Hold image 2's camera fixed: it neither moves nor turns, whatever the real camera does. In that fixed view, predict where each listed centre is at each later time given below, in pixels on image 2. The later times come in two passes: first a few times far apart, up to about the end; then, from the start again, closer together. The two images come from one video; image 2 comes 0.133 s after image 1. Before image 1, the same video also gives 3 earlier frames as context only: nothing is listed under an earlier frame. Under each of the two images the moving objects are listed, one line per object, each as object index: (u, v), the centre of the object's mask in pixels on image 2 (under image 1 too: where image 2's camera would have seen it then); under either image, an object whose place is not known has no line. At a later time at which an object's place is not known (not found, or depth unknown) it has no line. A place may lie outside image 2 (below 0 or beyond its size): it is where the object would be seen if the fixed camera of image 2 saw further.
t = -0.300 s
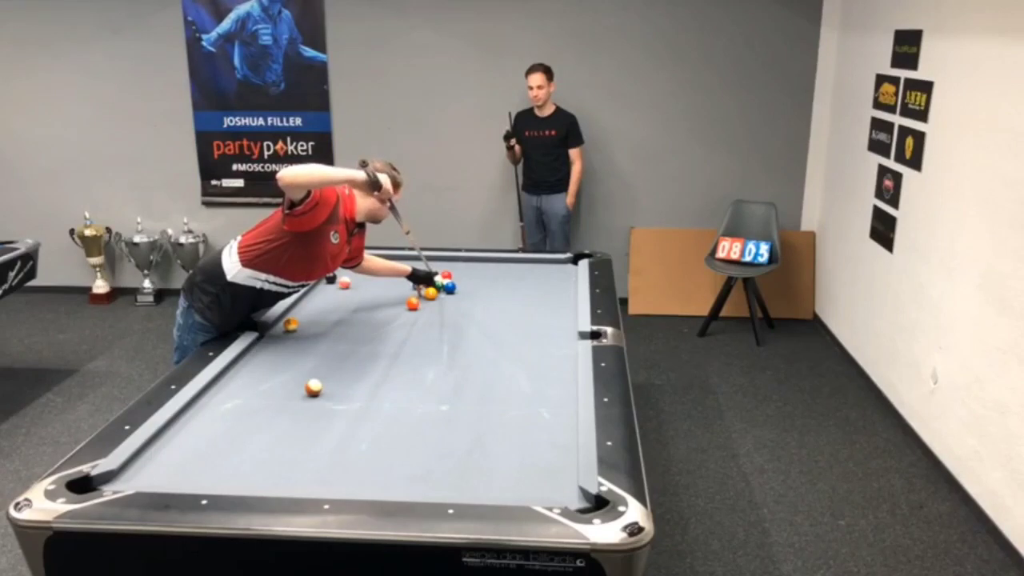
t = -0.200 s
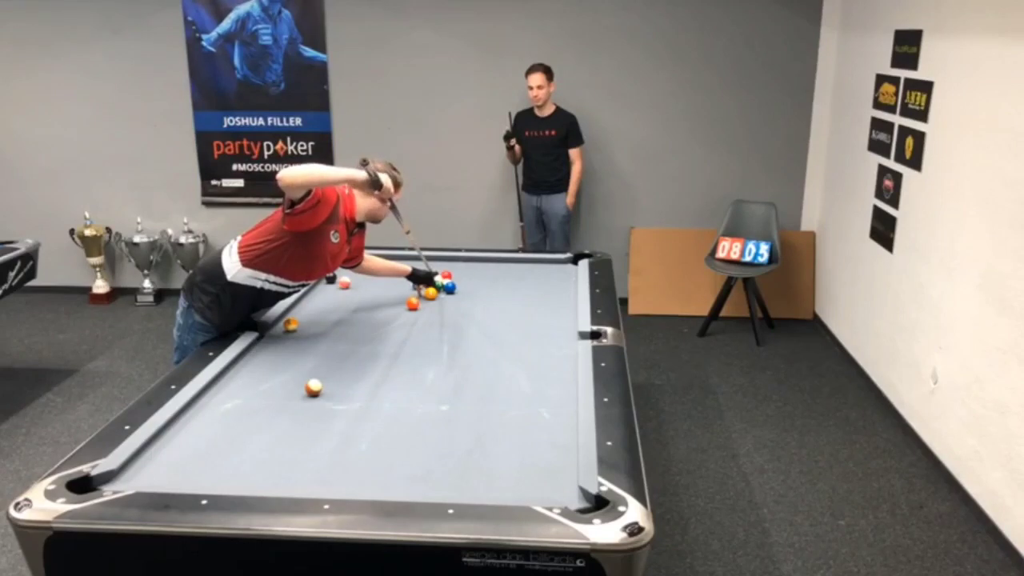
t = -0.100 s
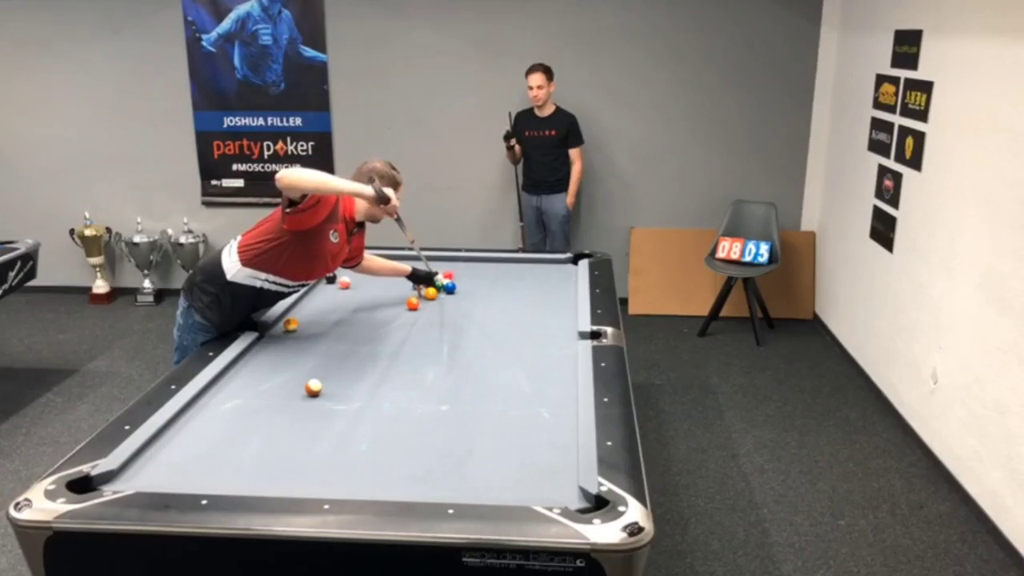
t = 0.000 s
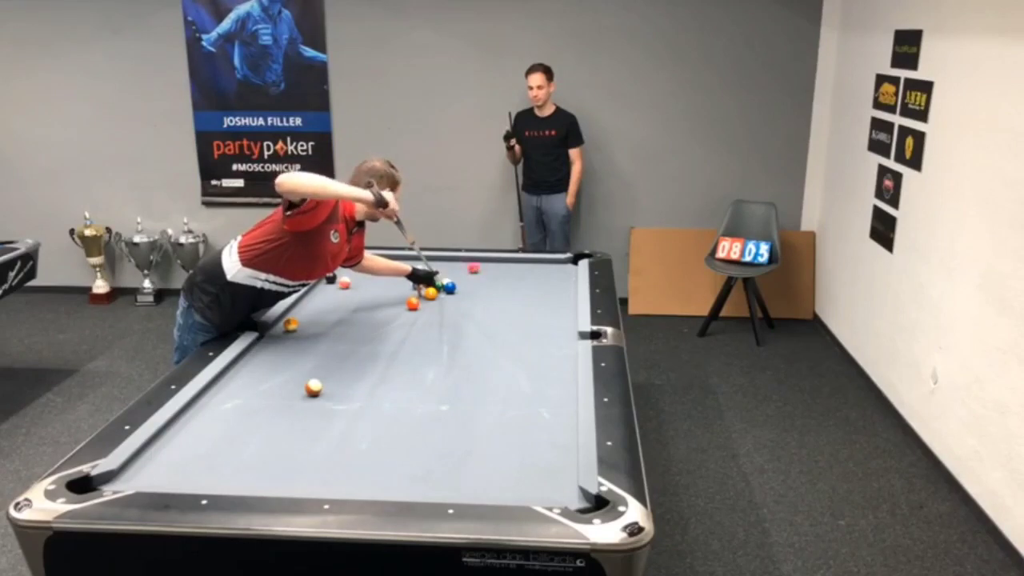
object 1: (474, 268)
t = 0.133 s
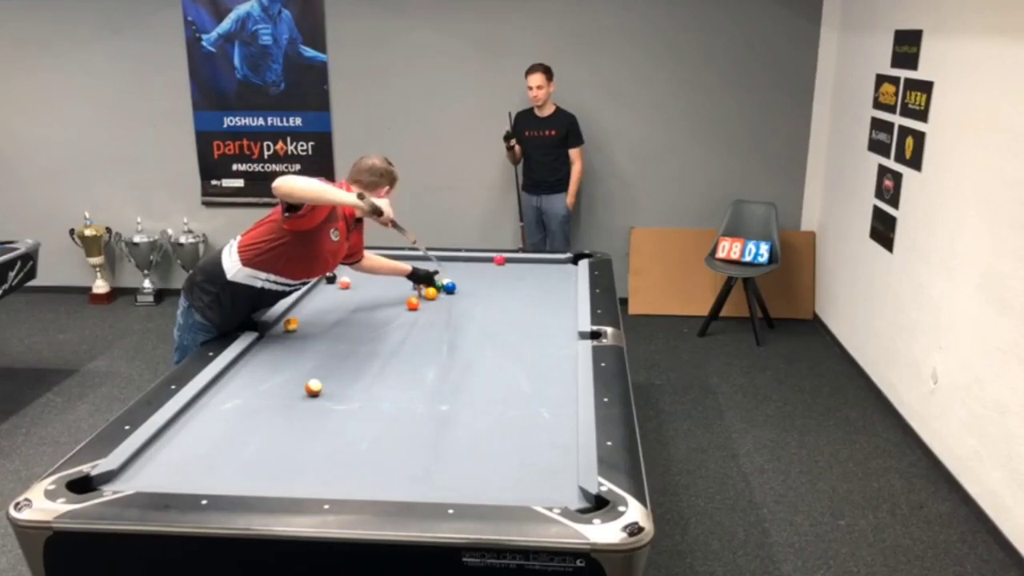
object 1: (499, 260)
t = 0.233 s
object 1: (505, 264)
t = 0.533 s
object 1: (526, 275)
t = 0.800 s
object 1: (545, 286)
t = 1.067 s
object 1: (566, 297)
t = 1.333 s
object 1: (561, 307)
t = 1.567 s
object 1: (548, 315)
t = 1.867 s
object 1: (531, 326)
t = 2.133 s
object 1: (516, 336)
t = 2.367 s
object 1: (502, 346)
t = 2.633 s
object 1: (486, 356)
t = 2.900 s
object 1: (469, 367)
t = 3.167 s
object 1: (452, 378)
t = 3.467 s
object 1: (432, 391)
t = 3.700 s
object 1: (416, 401)
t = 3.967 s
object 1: (398, 413)
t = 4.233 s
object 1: (380, 425)
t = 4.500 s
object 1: (362, 437)
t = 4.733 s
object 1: (346, 448)
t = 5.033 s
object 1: (326, 461)
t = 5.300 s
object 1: (308, 473)
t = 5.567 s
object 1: (290, 481)
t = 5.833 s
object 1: (283, 480)
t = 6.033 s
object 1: (283, 477)
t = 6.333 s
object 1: (281, 471)
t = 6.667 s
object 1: (280, 466)
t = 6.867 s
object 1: (279, 463)
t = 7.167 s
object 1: (279, 460)
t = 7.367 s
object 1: (279, 459)
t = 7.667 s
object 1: (278, 457)
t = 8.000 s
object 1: (278, 457)
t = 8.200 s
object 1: (278, 457)
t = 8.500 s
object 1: (278, 457)
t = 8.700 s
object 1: (278, 457)
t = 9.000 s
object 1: (278, 457)
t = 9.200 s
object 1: (278, 457)
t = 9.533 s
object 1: (278, 457)
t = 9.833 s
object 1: (278, 457)
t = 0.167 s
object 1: (501, 261)
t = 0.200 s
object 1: (503, 262)
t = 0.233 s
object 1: (505, 264)
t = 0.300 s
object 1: (510, 267)
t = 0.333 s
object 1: (512, 267)
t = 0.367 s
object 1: (515, 269)
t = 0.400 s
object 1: (517, 270)
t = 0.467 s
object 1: (522, 273)
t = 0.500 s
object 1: (523, 274)
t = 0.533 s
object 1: (526, 275)
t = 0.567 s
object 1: (528, 277)
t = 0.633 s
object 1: (533, 279)
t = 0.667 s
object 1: (535, 280)
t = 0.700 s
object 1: (538, 282)
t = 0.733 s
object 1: (540, 283)
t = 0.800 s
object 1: (545, 286)
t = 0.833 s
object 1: (548, 287)
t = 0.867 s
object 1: (550, 289)
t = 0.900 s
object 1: (553, 290)
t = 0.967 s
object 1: (558, 293)
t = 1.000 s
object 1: (561, 294)
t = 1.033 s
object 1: (563, 296)
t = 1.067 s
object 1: (566, 297)
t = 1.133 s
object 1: (571, 300)
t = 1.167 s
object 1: (570, 301)
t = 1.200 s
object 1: (568, 302)
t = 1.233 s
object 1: (567, 303)
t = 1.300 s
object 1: (563, 306)
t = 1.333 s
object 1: (561, 307)
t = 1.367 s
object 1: (559, 308)
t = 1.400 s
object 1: (558, 309)
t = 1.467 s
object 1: (554, 312)
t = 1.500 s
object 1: (552, 313)
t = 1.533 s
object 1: (550, 314)
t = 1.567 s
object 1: (548, 315)
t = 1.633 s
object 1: (545, 317)
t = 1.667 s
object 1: (543, 319)
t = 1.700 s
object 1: (541, 320)
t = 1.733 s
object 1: (539, 321)
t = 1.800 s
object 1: (535, 324)
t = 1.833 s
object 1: (533, 325)
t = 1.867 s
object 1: (531, 326)
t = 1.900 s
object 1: (529, 328)
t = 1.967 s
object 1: (525, 330)
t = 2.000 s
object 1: (524, 331)
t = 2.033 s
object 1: (522, 332)
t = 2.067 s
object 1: (520, 334)
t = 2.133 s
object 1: (516, 336)
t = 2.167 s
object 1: (514, 337)
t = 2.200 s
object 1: (512, 339)
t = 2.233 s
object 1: (510, 340)
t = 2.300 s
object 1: (506, 343)
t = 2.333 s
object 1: (504, 344)
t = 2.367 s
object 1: (502, 346)
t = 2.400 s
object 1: (500, 347)
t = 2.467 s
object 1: (496, 349)
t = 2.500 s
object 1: (493, 351)
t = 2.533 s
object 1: (492, 352)
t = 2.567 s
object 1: (489, 353)
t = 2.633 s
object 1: (486, 356)
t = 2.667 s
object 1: (483, 358)
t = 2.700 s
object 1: (481, 359)
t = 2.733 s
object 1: (479, 360)
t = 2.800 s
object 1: (475, 363)
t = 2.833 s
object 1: (473, 364)
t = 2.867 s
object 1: (471, 366)
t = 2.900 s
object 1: (469, 367)
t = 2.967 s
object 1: (464, 370)
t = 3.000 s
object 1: (462, 371)
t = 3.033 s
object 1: (460, 373)
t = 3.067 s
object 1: (458, 374)
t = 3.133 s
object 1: (454, 377)
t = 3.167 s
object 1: (452, 378)
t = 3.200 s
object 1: (449, 380)
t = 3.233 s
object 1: (447, 381)
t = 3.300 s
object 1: (443, 384)
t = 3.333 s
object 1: (441, 386)
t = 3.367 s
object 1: (439, 387)
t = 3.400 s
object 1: (436, 388)
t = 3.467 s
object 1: (432, 391)
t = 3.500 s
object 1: (430, 393)
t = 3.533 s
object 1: (428, 394)
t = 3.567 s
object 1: (425, 396)
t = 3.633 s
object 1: (421, 398)
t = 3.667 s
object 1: (418, 400)
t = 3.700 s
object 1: (416, 401)
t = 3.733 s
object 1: (414, 403)
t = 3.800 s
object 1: (409, 406)
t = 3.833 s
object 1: (407, 407)
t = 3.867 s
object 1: (405, 409)
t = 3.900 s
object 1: (403, 410)
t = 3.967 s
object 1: (398, 413)
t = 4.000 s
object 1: (396, 415)
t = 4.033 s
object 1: (393, 416)
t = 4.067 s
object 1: (391, 418)
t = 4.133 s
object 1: (387, 421)
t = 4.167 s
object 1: (384, 422)
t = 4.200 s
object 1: (382, 424)
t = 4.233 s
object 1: (380, 425)
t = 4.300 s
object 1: (375, 428)
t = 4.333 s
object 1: (373, 430)
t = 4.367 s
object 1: (371, 431)
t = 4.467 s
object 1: (364, 436)
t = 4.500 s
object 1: (362, 437)
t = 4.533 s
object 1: (360, 439)
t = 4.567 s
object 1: (357, 440)
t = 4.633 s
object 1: (353, 443)
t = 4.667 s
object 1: (350, 445)
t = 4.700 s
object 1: (348, 446)
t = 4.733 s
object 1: (346, 448)
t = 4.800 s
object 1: (341, 451)
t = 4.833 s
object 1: (339, 453)
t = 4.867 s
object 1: (337, 454)
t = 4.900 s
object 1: (335, 455)
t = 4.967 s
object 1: (330, 458)
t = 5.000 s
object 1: (328, 460)
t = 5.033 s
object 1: (326, 461)
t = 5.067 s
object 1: (323, 463)
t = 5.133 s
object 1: (319, 466)
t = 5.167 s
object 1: (317, 467)
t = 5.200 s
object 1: (315, 468)
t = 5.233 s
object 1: (312, 470)
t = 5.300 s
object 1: (308, 473)
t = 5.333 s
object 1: (306, 474)
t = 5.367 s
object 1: (303, 476)
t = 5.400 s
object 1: (301, 477)
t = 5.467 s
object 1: (297, 478)
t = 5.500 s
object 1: (294, 479)
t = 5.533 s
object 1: (292, 480)
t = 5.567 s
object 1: (290, 481)
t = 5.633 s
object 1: (286, 482)
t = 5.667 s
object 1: (285, 482)
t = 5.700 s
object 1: (284, 482)
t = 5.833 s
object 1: (283, 480)
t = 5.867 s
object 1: (283, 480)
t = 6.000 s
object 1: (283, 477)
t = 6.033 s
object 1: (283, 477)
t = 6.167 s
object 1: (282, 475)
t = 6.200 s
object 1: (282, 474)
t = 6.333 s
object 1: (281, 471)
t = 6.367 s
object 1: (281, 471)
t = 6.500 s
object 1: (281, 468)
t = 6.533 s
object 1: (281, 468)
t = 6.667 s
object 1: (280, 466)
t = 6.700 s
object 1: (280, 465)
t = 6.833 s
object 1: (279, 464)
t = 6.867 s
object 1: (279, 463)
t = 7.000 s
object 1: (279, 462)
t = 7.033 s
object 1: (279, 461)
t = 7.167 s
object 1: (279, 460)
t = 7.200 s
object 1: (279, 460)
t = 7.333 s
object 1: (278, 459)
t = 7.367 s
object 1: (279, 459)
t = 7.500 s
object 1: (279, 458)
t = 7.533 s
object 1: (279, 458)
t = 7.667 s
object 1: (278, 457)
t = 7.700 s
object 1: (278, 457)
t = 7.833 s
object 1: (278, 457)
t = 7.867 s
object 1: (278, 457)
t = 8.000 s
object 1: (278, 457)
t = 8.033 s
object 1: (278, 457)
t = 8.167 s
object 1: (278, 457)
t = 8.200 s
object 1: (278, 457)
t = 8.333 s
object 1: (278, 457)
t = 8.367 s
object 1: (278, 457)
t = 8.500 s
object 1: (278, 457)
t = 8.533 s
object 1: (278, 457)
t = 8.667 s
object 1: (278, 457)
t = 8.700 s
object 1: (278, 457)
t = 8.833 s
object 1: (278, 457)
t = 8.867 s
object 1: (278, 457)
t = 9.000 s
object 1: (278, 457)
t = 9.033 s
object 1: (278, 457)
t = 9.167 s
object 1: (278, 457)
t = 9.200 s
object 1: (278, 457)
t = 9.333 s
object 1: (278, 457)
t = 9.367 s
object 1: (278, 457)
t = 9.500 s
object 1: (278, 457)
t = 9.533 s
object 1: (278, 457)
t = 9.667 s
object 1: (278, 457)
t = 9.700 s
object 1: (278, 457)
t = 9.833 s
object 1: (278, 457)
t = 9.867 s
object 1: (278, 457)
